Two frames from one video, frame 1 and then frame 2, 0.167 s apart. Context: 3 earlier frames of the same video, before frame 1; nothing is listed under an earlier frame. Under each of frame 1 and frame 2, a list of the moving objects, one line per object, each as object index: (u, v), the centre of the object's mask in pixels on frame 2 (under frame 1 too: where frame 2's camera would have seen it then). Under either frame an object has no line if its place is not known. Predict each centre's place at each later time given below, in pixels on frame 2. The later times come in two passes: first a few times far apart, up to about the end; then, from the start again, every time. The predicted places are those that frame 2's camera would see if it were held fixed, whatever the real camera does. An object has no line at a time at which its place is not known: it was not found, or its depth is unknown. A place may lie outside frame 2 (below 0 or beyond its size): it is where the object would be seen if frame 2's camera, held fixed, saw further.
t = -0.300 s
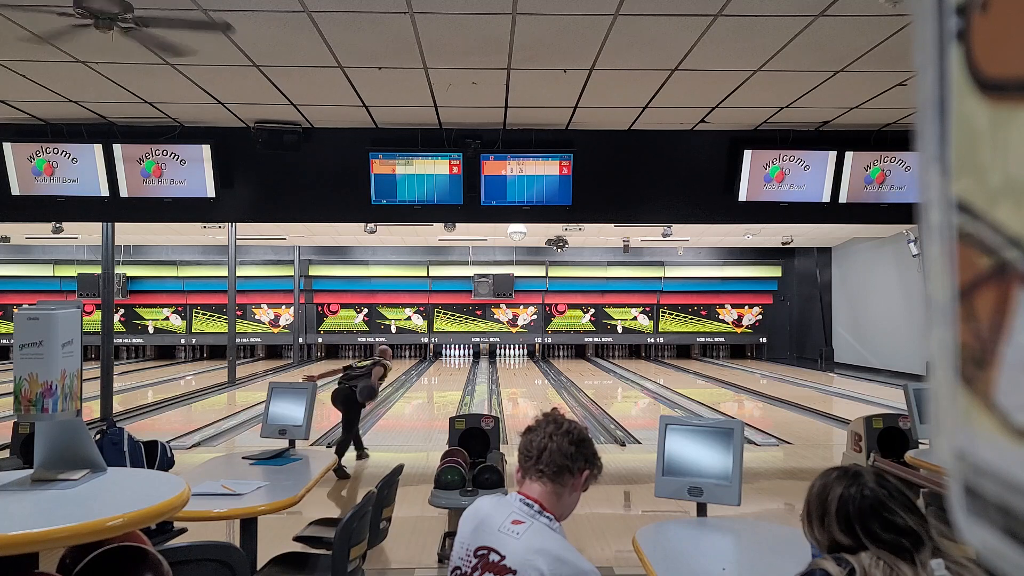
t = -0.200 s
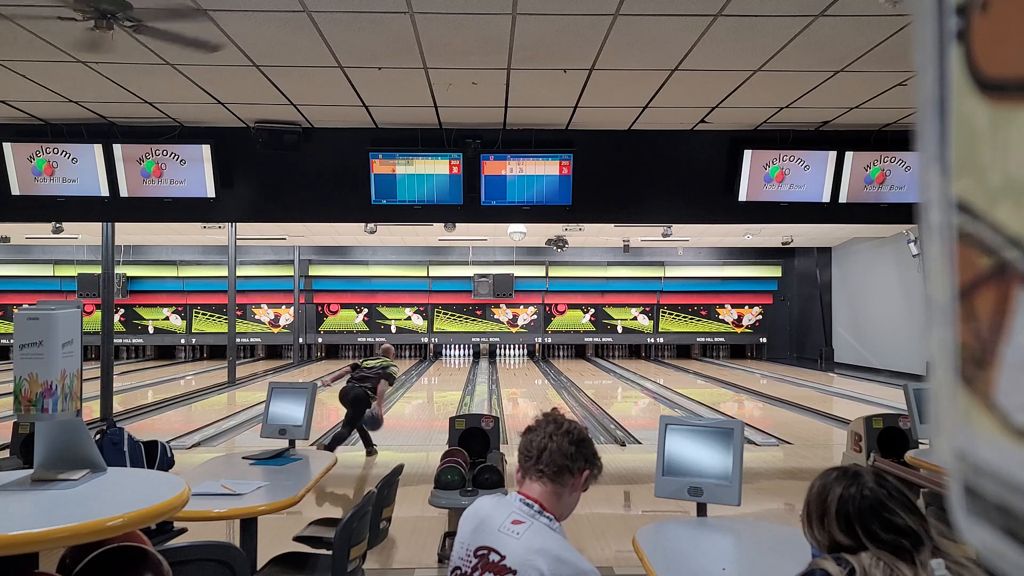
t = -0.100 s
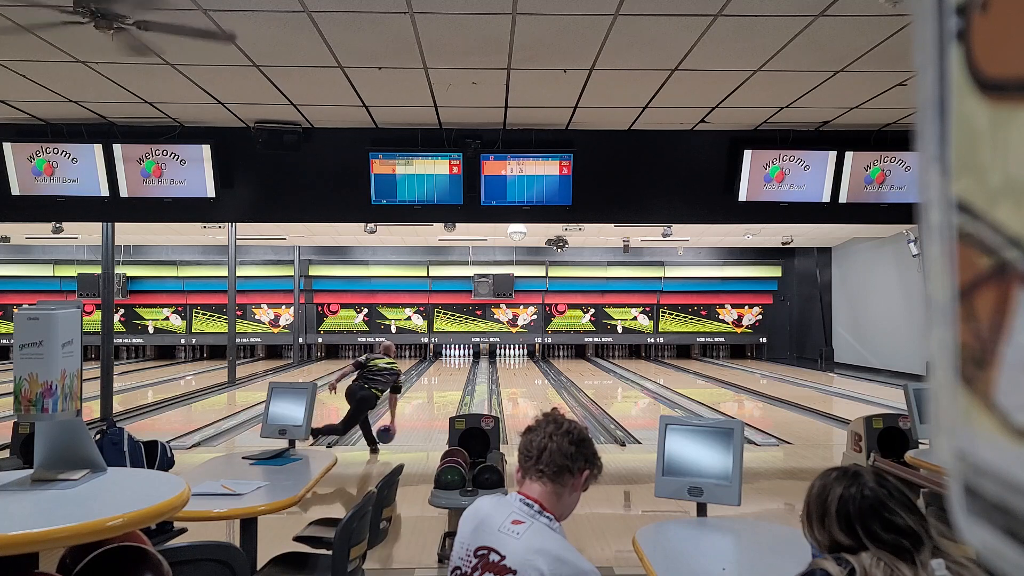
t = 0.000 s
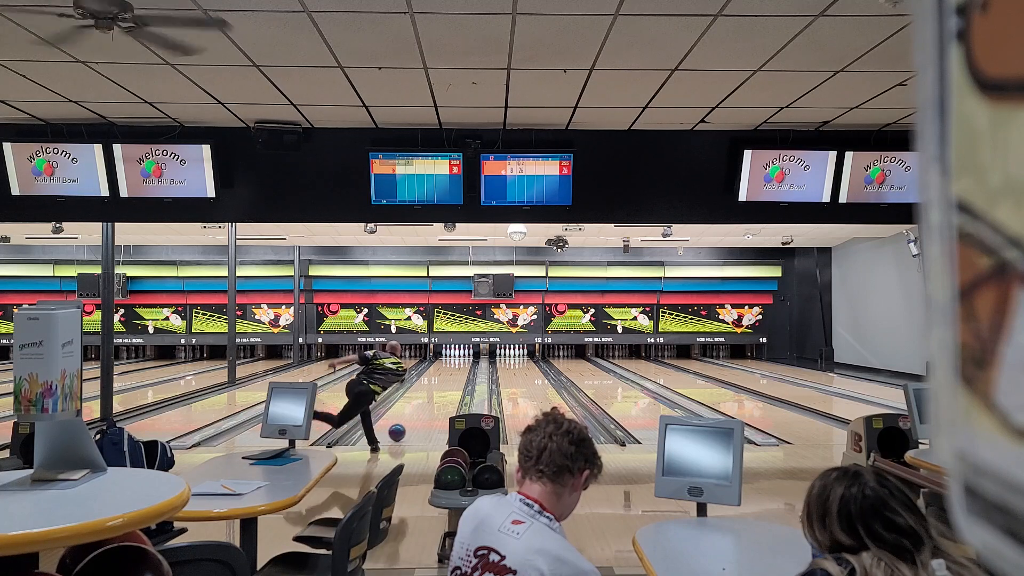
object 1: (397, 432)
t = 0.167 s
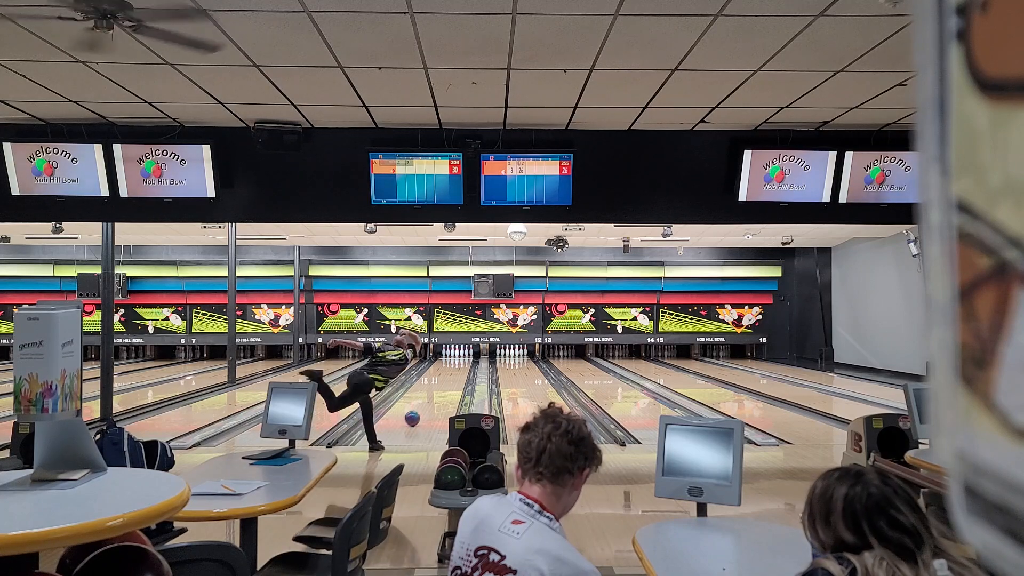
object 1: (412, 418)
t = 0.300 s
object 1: (422, 409)
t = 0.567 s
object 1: (436, 395)
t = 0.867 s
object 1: (448, 383)
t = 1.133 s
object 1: (455, 375)
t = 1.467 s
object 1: (460, 366)
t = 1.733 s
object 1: (461, 362)
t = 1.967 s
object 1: (460, 359)
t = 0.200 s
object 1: (415, 416)
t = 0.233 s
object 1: (417, 413)
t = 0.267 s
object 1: (420, 411)
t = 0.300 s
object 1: (422, 409)
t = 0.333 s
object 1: (424, 407)
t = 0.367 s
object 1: (426, 405)
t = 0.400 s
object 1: (429, 403)
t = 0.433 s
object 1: (430, 401)
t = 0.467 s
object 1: (432, 399)
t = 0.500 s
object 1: (434, 398)
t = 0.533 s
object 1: (435, 396)
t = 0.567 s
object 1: (436, 395)
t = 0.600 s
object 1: (438, 393)
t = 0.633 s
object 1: (440, 392)
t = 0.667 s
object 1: (441, 391)
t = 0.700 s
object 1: (443, 389)
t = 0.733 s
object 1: (444, 387)
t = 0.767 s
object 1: (445, 387)
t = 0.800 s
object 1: (446, 385)
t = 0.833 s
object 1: (447, 384)
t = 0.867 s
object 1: (448, 383)
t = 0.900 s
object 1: (449, 382)
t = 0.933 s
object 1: (450, 381)
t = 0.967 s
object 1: (451, 380)
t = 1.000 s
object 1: (452, 378)
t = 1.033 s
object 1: (453, 378)
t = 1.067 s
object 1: (454, 377)
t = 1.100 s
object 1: (454, 376)
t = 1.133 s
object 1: (455, 375)
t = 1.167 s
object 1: (456, 374)
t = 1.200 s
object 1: (456, 373)
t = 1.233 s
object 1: (457, 372)
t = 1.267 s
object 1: (457, 371)
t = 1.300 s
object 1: (458, 370)
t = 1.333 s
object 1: (458, 370)
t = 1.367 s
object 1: (459, 369)
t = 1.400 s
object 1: (459, 368)
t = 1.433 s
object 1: (460, 367)
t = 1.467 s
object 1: (460, 366)
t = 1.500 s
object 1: (460, 366)
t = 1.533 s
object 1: (461, 365)
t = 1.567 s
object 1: (461, 364)
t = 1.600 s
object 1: (461, 364)
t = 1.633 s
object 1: (461, 364)
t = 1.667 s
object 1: (461, 363)
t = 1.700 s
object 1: (460, 363)
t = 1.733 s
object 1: (461, 362)
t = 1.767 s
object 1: (461, 362)
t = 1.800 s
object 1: (461, 361)
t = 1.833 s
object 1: (462, 361)
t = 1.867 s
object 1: (461, 361)
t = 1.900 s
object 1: (460, 361)
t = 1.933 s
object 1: (460, 359)
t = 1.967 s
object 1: (460, 359)
